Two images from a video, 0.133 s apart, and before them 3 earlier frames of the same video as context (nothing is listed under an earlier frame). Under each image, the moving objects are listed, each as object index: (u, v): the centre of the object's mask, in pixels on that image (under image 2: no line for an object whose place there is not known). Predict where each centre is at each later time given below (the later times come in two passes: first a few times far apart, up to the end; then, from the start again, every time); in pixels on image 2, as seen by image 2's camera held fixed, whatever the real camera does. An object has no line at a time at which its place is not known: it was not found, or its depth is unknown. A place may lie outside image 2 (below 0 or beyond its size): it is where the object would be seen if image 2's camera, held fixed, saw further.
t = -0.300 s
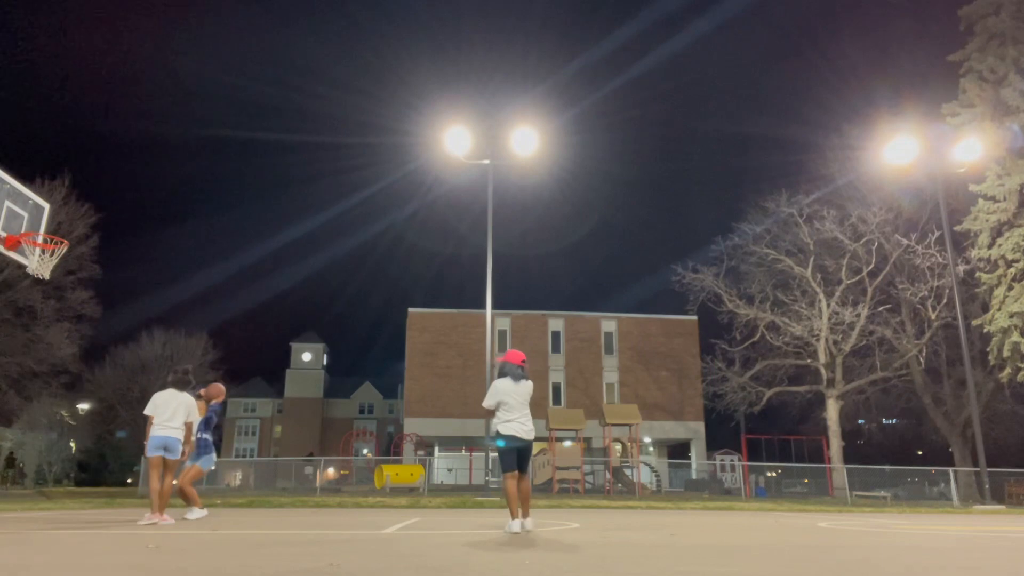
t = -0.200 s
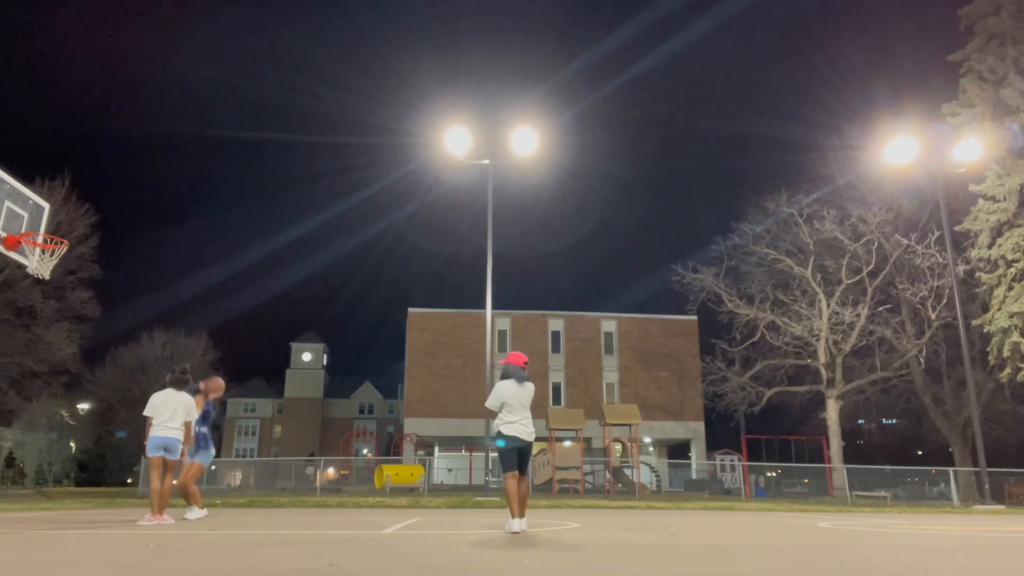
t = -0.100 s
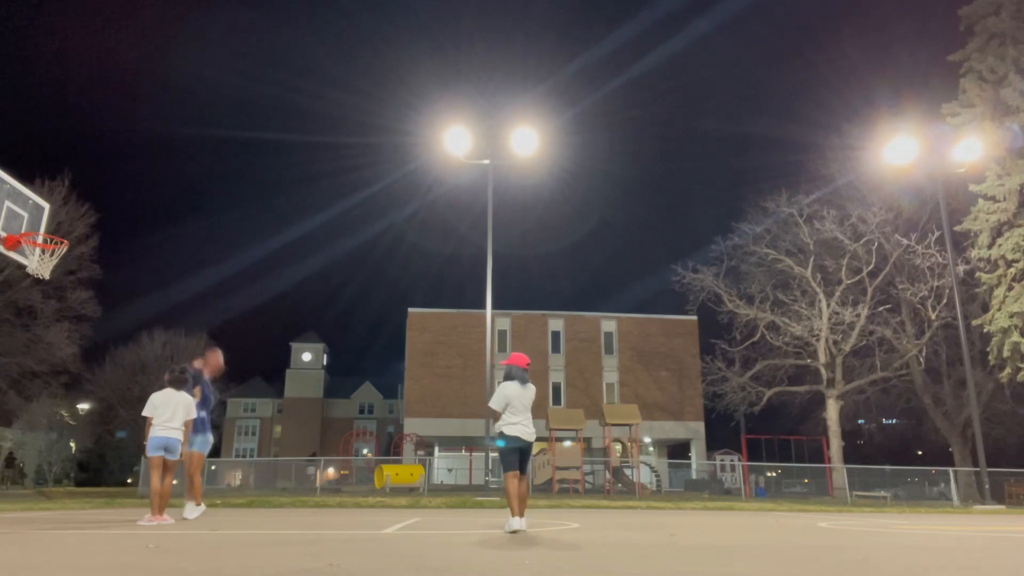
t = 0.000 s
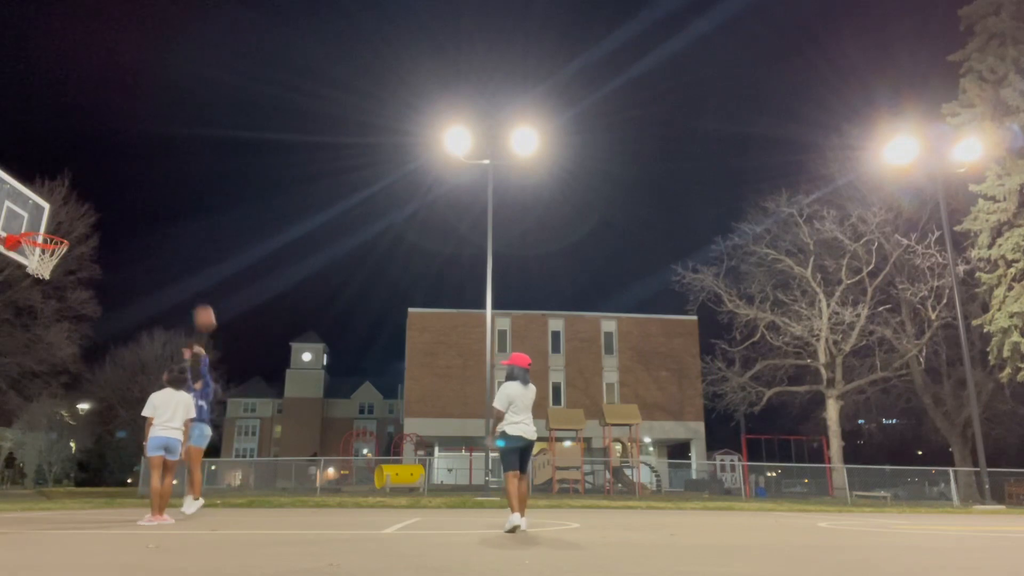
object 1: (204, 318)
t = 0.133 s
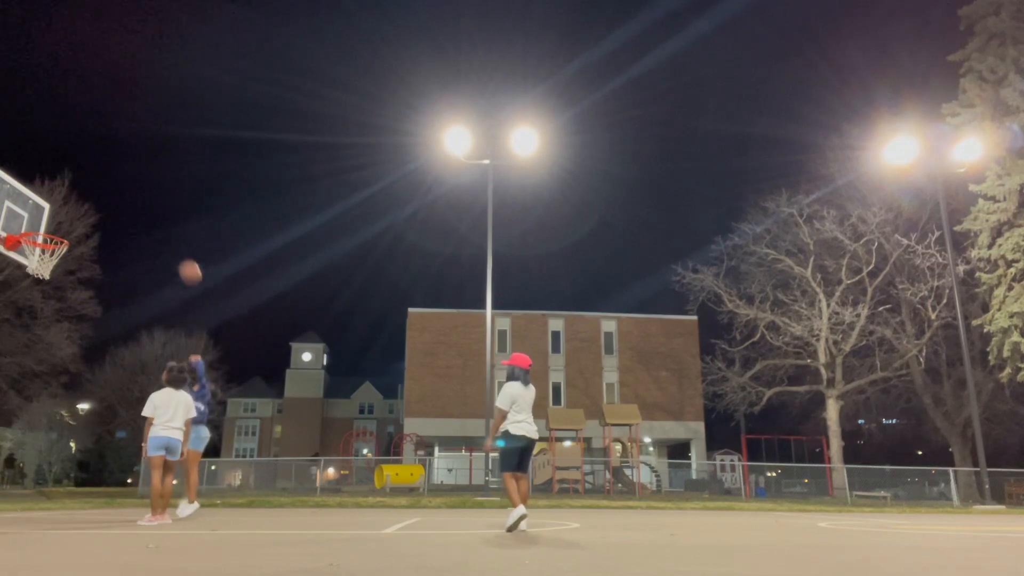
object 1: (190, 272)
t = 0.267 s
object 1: (174, 240)
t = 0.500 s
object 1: (141, 215)
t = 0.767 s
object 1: (97, 234)
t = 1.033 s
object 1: (41, 313)
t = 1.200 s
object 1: (6, 393)
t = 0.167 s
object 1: (186, 262)
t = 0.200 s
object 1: (182, 254)
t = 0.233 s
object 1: (178, 246)
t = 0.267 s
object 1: (174, 240)
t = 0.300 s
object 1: (169, 234)
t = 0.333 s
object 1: (165, 228)
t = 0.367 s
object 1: (161, 224)
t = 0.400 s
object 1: (156, 221)
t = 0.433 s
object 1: (151, 218)
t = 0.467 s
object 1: (146, 216)
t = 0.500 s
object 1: (141, 215)
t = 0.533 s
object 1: (136, 214)
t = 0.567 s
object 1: (131, 215)
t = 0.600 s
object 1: (126, 216)
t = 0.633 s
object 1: (120, 218)
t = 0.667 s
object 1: (115, 221)
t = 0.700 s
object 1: (109, 224)
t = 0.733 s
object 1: (103, 229)
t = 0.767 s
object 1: (97, 234)
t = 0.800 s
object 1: (90, 241)
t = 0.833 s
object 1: (85, 247)
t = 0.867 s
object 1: (78, 256)
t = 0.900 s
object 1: (70, 265)
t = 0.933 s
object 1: (64, 275)
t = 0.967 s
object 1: (58, 285)
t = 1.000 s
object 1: (48, 300)
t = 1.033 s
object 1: (41, 313)
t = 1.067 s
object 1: (33, 327)
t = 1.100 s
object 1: (25, 342)
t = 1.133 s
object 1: (16, 359)
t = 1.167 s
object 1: (10, 375)
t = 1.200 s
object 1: (6, 393)
